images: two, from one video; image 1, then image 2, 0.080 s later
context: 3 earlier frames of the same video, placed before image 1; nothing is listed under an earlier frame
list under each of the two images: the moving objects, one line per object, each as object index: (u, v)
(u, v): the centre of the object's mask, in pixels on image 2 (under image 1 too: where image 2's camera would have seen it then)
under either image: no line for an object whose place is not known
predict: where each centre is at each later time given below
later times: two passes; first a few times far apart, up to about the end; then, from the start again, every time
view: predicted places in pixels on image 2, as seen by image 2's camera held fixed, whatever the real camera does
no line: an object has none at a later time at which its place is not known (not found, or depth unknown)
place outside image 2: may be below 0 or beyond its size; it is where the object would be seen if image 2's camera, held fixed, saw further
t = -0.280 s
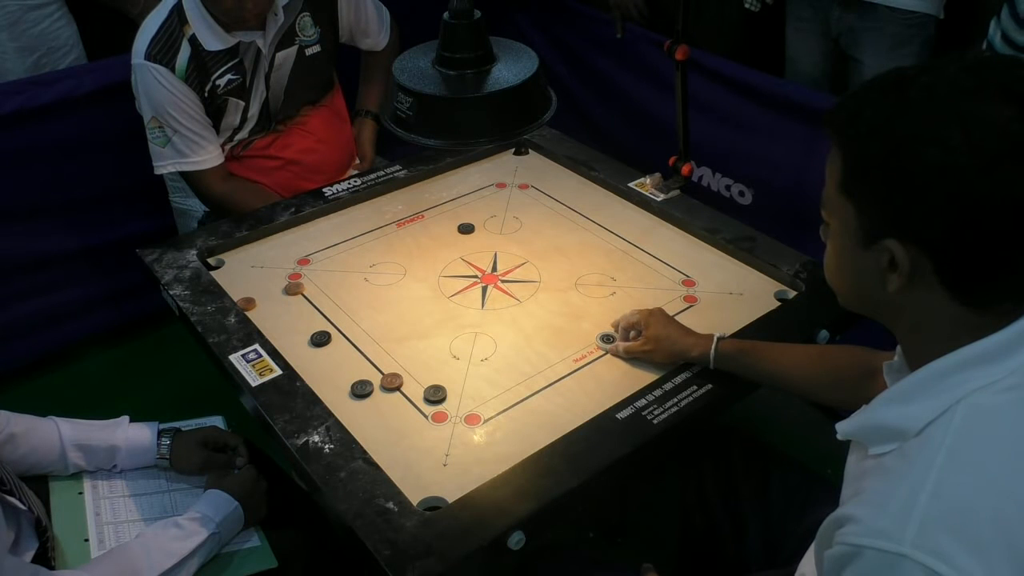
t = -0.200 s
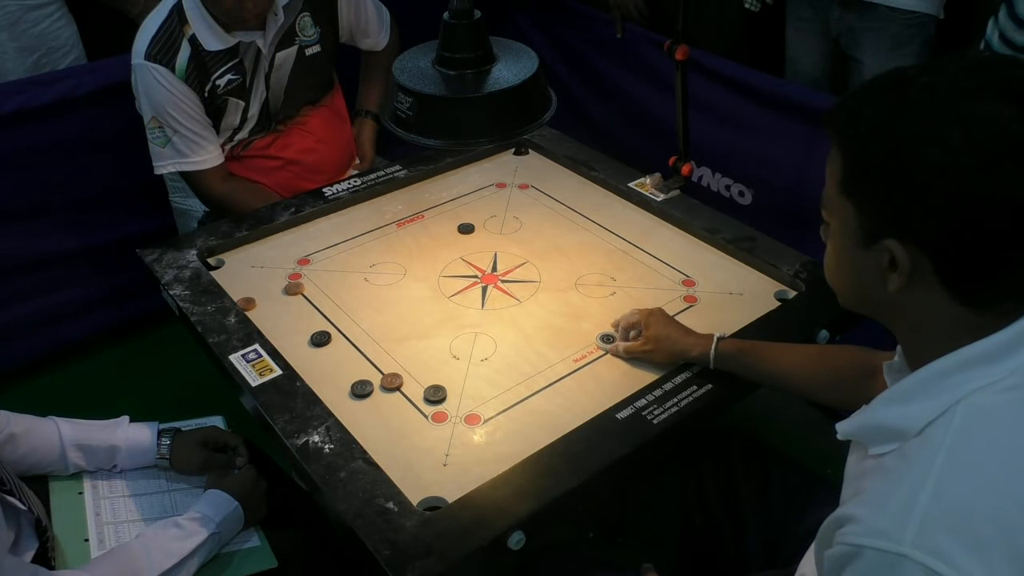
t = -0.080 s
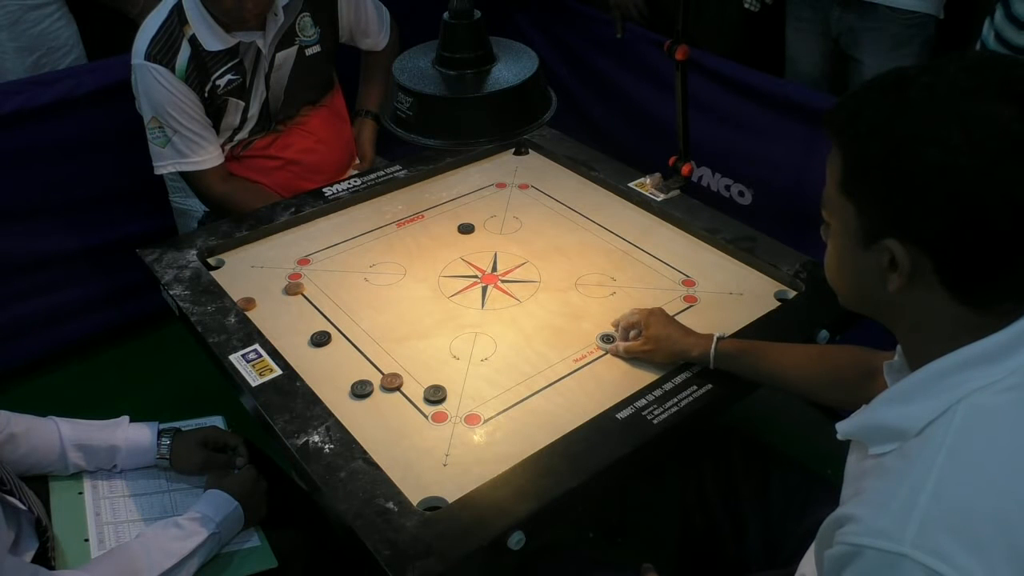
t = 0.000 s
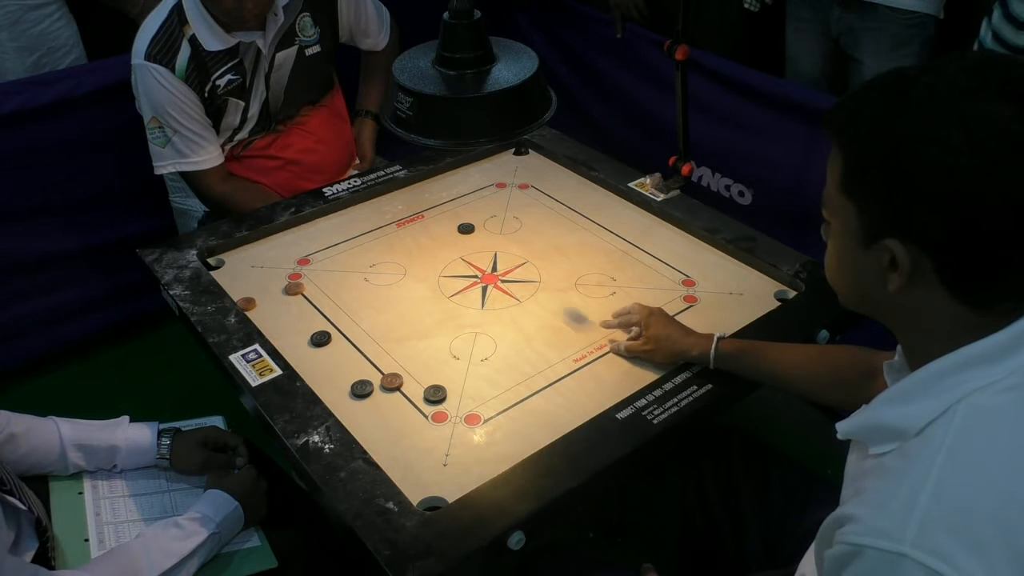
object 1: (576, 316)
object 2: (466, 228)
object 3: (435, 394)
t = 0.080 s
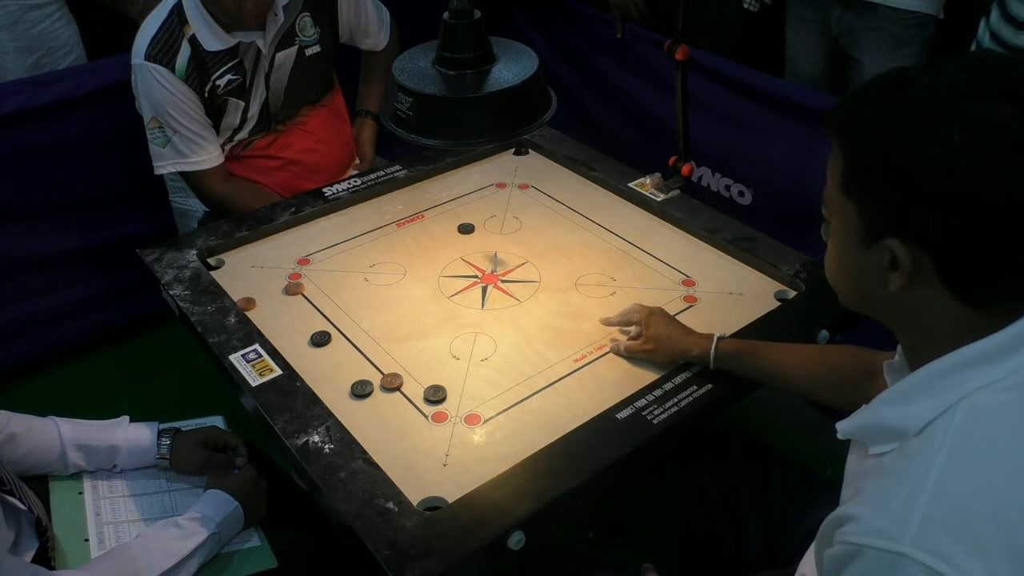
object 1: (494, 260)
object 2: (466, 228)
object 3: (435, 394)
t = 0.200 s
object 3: (435, 394)
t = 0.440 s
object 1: (409, 293)
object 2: (546, 176)
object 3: (435, 394)
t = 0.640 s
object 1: (461, 390)
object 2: (537, 214)
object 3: (422, 419)
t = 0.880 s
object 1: (527, 445)
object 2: (531, 244)
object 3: (482, 462)
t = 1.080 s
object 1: (509, 415)
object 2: (529, 255)
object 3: (536, 442)
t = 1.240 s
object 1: (504, 409)
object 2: (529, 256)
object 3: (544, 434)
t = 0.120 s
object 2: (466, 227)
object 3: (435, 394)
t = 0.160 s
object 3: (435, 394)
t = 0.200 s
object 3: (435, 394)
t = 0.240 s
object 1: (367, 205)
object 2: (486, 173)
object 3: (435, 394)
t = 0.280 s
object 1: (375, 221)
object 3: (435, 394)
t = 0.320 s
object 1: (383, 237)
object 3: (435, 394)
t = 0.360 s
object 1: (391, 255)
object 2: (540, 162)
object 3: (435, 394)
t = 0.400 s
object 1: (400, 274)
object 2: (548, 168)
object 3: (435, 394)
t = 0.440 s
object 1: (409, 293)
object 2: (546, 176)
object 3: (435, 394)
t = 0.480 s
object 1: (418, 313)
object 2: (544, 184)
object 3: (435, 394)
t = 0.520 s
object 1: (427, 334)
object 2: (542, 192)
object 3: (435, 394)
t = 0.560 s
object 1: (436, 355)
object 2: (540, 200)
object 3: (435, 394)
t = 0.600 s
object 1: (446, 376)
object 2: (539, 207)
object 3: (435, 395)
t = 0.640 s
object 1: (461, 390)
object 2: (537, 214)
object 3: (422, 419)
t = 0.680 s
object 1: (474, 402)
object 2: (536, 220)
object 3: (409, 444)
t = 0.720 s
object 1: (488, 413)
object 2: (535, 226)
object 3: (398, 468)
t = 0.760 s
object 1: (501, 426)
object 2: (534, 231)
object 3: (417, 471)
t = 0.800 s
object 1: (513, 436)
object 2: (533, 236)
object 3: (441, 468)
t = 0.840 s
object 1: (523, 445)
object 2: (532, 240)
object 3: (462, 465)
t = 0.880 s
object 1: (527, 445)
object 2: (531, 244)
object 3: (482, 462)
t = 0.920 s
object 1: (524, 439)
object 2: (530, 248)
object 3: (499, 460)
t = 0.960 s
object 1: (519, 431)
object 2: (529, 250)
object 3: (513, 456)
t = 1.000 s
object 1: (515, 425)
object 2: (529, 252)
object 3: (526, 452)
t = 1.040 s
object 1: (512, 419)
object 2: (529, 254)
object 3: (532, 446)
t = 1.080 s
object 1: (509, 415)
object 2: (529, 255)
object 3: (536, 442)
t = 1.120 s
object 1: (507, 412)
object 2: (529, 256)
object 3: (540, 438)
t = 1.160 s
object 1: (506, 410)
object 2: (529, 256)
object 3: (542, 436)
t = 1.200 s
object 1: (505, 409)
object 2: (529, 256)
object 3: (544, 434)
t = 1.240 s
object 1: (504, 409)
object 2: (529, 256)
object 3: (544, 434)
